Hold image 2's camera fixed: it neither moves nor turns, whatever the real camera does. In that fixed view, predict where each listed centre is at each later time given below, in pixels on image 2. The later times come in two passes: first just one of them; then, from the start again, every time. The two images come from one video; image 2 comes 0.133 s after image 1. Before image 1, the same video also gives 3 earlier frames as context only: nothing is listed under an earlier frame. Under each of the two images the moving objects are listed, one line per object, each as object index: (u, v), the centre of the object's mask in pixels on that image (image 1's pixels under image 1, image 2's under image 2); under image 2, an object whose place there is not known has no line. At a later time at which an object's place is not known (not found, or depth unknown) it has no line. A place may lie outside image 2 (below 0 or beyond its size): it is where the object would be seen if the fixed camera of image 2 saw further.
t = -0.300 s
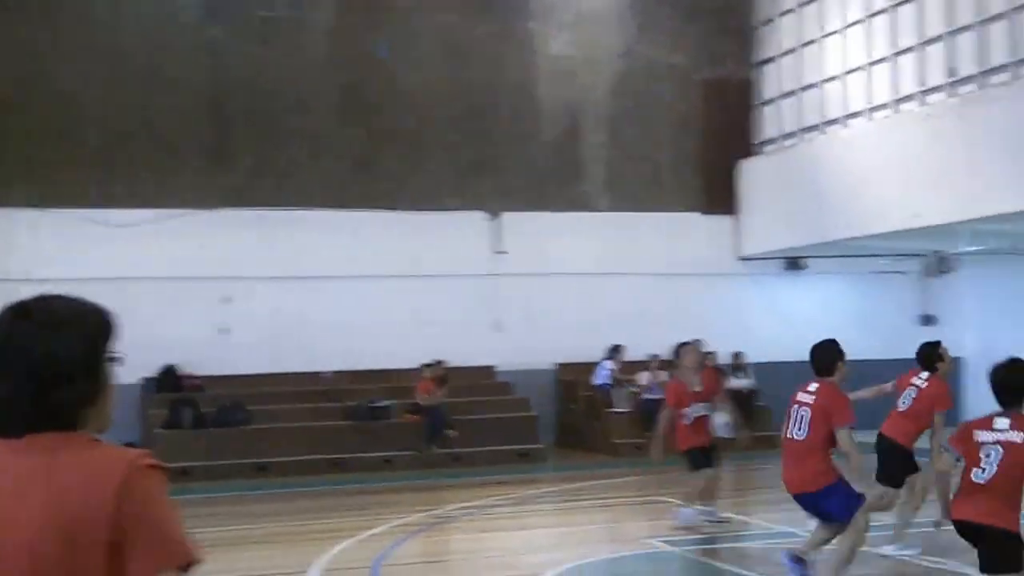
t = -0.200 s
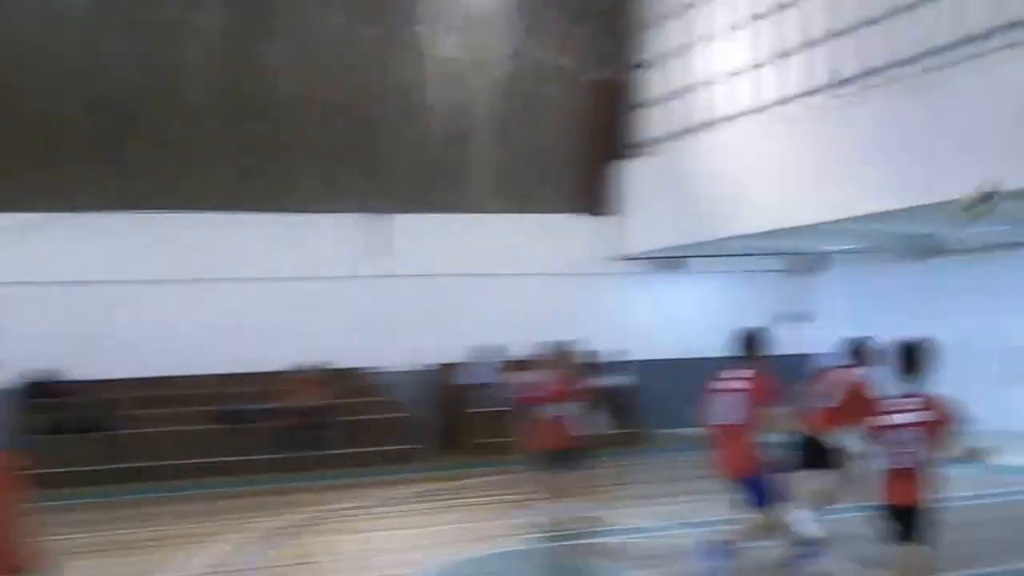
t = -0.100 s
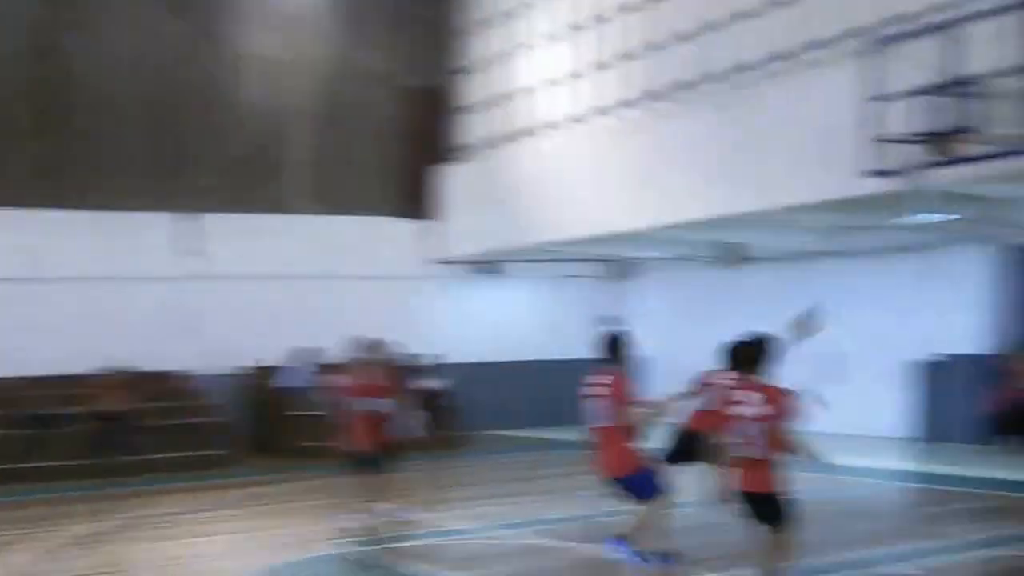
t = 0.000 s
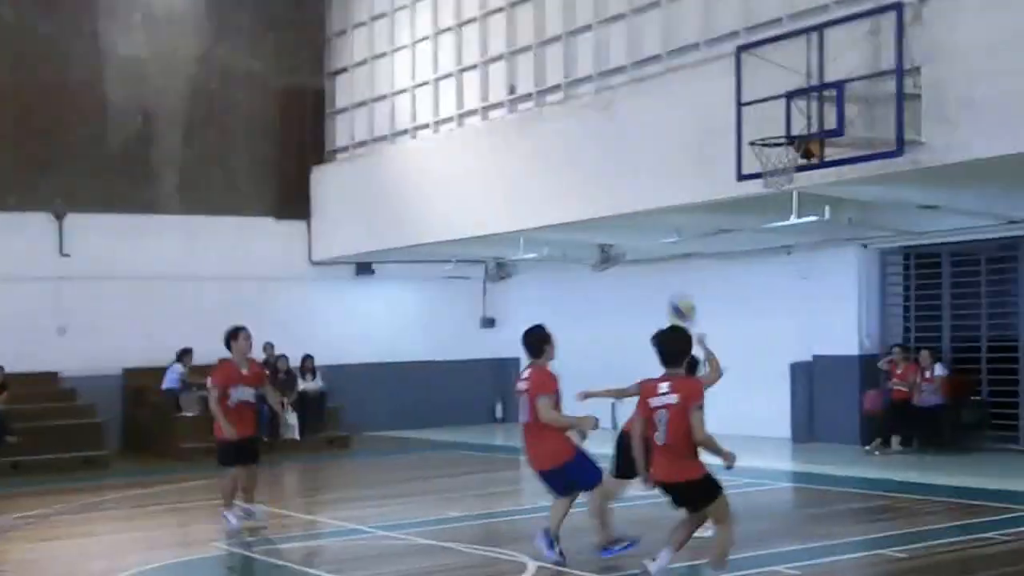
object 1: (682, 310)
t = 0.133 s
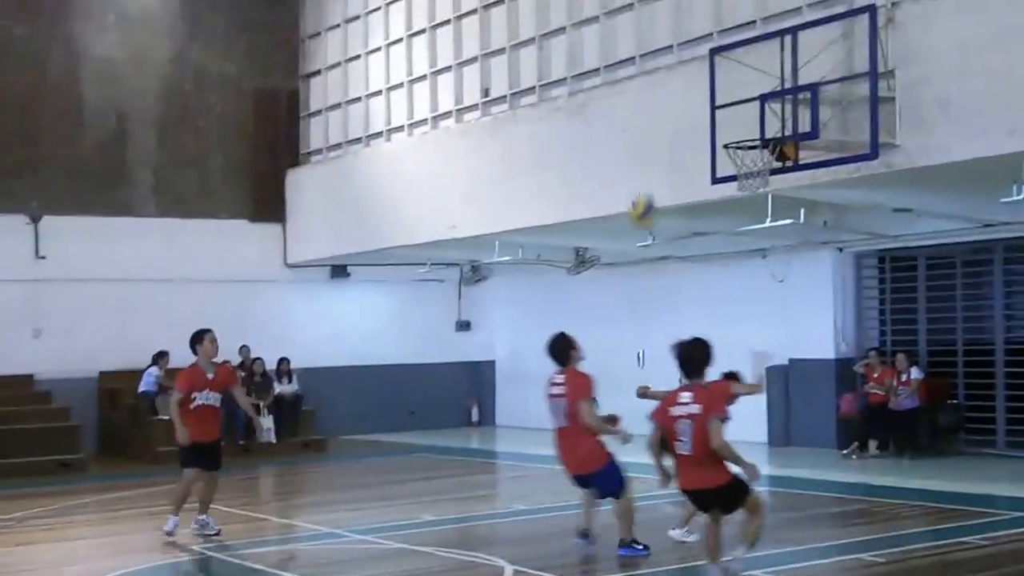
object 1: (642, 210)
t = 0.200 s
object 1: (634, 163)
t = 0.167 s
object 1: (638, 187)
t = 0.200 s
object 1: (634, 163)
